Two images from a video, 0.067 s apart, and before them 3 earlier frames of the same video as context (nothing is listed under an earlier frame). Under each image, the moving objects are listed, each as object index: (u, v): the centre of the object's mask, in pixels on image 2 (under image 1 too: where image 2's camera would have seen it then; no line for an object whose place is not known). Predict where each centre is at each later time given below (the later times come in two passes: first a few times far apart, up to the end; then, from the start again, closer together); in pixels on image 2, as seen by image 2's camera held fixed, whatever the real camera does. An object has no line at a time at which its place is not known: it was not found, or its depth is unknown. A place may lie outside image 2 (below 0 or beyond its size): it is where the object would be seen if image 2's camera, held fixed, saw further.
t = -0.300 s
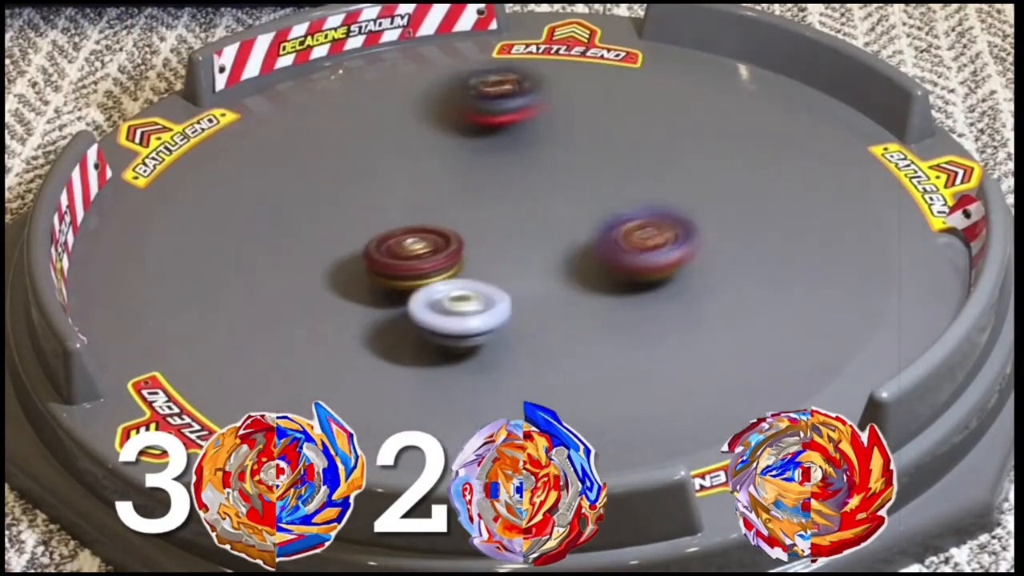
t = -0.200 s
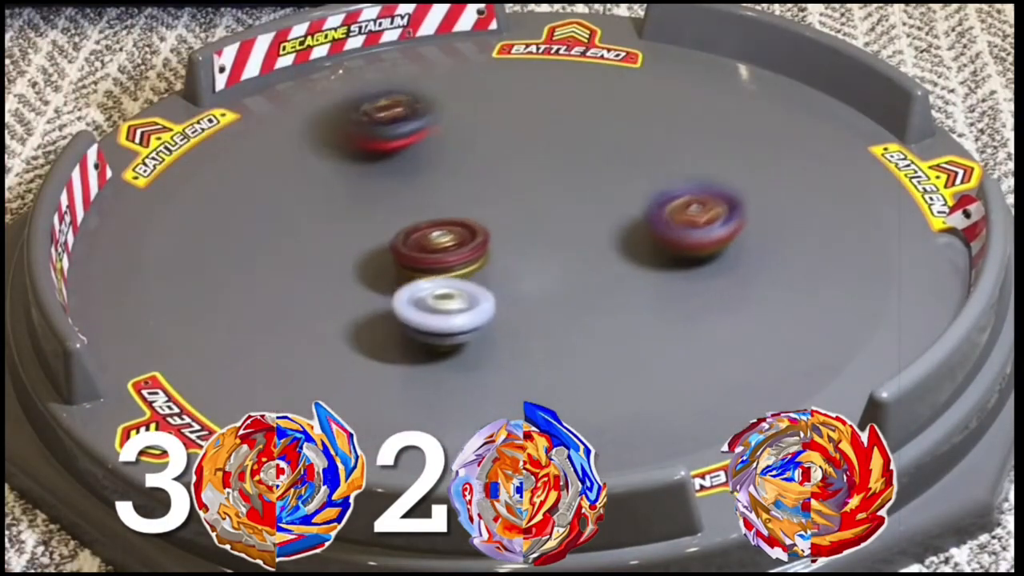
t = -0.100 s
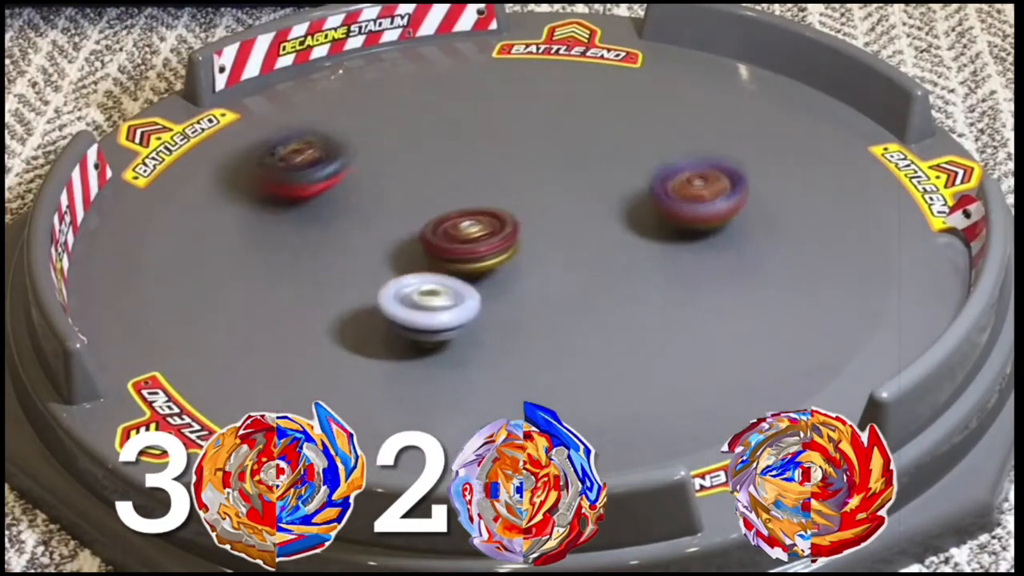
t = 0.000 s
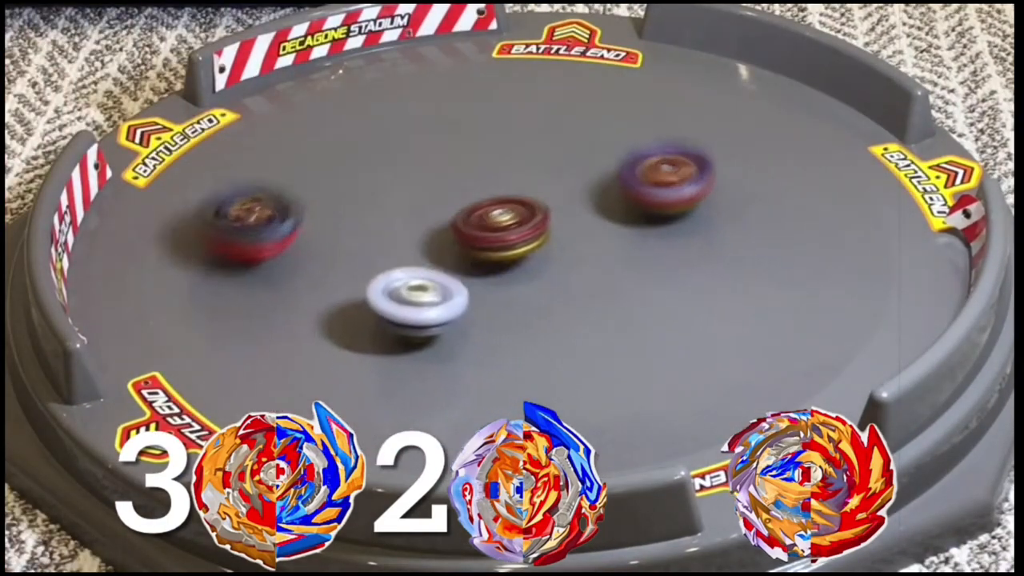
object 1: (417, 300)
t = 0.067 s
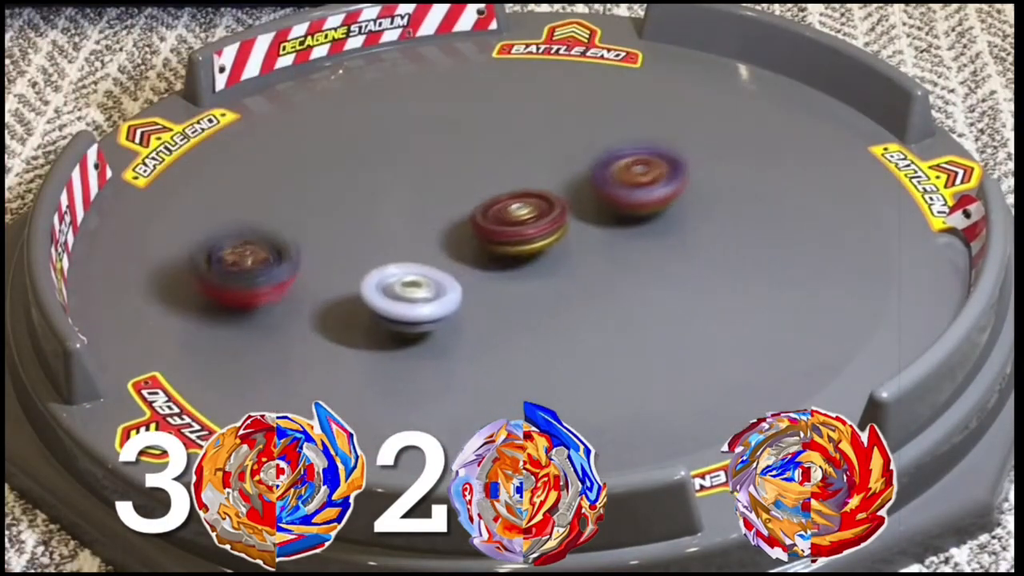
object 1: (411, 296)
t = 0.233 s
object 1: (400, 284)
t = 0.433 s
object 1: (385, 273)
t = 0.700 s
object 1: (389, 256)
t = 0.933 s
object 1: (403, 248)
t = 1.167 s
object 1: (417, 247)
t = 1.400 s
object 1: (445, 250)
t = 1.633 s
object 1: (487, 255)
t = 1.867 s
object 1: (521, 269)
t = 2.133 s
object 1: (559, 262)
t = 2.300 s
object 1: (540, 265)
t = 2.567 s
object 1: (546, 235)
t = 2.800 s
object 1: (538, 269)
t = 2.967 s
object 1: (418, 260)
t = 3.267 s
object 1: (377, 254)
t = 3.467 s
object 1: (394, 263)
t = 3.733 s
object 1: (390, 261)
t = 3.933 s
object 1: (394, 231)
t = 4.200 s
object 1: (460, 199)
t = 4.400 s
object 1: (530, 204)
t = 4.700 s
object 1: (530, 168)
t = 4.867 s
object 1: (527, 167)
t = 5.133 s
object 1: (547, 139)
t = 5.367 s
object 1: (553, 135)
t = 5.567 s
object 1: (505, 140)
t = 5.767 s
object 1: (476, 158)
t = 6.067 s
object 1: (528, 176)
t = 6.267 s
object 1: (546, 181)
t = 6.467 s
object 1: (555, 181)
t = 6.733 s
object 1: (568, 179)
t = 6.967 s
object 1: (583, 168)
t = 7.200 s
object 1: (679, 135)
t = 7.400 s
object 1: (681, 144)
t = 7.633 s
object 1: (650, 174)
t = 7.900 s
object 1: (619, 211)
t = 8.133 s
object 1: (569, 228)
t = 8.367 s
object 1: (510, 221)
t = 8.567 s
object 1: (487, 216)
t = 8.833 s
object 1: (445, 214)
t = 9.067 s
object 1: (425, 231)
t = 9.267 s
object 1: (414, 238)
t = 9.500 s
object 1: (403, 240)
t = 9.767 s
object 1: (400, 239)
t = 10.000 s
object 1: (409, 247)
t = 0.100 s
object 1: (408, 294)
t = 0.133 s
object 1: (405, 291)
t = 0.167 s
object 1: (403, 289)
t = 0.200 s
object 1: (401, 286)
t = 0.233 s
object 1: (400, 284)
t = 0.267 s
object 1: (399, 281)
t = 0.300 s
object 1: (398, 278)
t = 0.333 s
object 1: (394, 277)
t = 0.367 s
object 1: (389, 277)
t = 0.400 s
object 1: (387, 275)
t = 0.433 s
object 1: (385, 273)
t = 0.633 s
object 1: (388, 260)
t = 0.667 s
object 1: (389, 258)
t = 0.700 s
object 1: (389, 256)
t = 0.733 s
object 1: (389, 255)
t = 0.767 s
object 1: (390, 254)
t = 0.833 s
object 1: (394, 251)
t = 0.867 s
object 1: (397, 250)
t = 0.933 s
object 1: (403, 248)
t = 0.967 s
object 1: (405, 248)
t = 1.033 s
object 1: (412, 247)
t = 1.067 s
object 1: (416, 246)
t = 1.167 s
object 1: (417, 247)
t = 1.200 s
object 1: (419, 247)
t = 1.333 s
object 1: (435, 249)
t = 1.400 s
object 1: (445, 250)
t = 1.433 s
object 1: (450, 251)
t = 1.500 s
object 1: (461, 252)
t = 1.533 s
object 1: (468, 253)
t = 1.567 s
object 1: (474, 254)
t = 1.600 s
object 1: (481, 255)
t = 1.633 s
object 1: (487, 255)
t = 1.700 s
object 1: (499, 256)
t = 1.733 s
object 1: (500, 261)
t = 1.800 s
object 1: (505, 269)
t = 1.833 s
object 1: (513, 270)
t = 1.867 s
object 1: (521, 269)
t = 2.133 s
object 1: (559, 262)
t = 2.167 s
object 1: (557, 269)
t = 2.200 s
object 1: (552, 279)
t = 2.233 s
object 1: (550, 274)
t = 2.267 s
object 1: (545, 271)
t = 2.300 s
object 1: (540, 265)
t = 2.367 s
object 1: (532, 254)
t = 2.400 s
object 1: (530, 248)
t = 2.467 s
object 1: (532, 239)
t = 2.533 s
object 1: (541, 235)
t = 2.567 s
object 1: (546, 235)
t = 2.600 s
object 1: (551, 238)
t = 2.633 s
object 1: (553, 243)
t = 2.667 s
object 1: (555, 248)
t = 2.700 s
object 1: (554, 254)
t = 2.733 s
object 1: (551, 260)
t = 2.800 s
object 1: (538, 269)
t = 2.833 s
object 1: (522, 271)
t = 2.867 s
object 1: (490, 269)
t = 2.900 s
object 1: (462, 266)
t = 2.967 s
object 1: (418, 260)
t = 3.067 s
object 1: (385, 255)
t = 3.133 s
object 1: (376, 253)
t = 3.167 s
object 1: (375, 253)
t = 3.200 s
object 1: (374, 253)
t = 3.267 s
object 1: (377, 254)
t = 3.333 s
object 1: (382, 256)
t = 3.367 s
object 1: (385, 258)
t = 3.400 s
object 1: (389, 259)
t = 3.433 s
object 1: (392, 261)
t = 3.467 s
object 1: (394, 263)
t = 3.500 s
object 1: (396, 264)
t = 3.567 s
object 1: (397, 266)
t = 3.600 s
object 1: (397, 266)
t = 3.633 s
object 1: (396, 266)
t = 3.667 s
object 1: (394, 266)
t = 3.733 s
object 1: (390, 261)
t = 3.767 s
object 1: (388, 257)
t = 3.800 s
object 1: (388, 252)
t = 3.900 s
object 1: (392, 236)
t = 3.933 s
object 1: (394, 231)
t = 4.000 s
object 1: (404, 221)
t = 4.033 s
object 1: (411, 216)
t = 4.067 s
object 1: (419, 212)
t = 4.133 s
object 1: (438, 204)
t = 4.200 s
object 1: (460, 199)
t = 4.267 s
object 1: (483, 198)
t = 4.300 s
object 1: (496, 199)
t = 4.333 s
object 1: (508, 201)
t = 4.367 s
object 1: (520, 202)
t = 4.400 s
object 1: (530, 204)
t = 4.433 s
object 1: (535, 202)
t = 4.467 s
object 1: (536, 199)
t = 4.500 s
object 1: (535, 191)
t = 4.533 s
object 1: (534, 184)
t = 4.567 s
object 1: (533, 178)
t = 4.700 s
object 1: (530, 168)
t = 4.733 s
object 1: (530, 167)
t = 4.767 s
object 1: (529, 166)
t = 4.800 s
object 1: (528, 166)
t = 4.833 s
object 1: (528, 166)
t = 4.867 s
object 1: (527, 167)
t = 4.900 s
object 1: (526, 168)
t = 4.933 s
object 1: (525, 170)
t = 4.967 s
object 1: (524, 172)
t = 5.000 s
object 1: (523, 173)
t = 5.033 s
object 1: (525, 169)
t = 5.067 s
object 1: (533, 157)
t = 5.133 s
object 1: (547, 139)
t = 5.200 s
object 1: (556, 133)
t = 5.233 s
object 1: (558, 132)
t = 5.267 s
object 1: (559, 132)
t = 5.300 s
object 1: (558, 133)
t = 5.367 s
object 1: (553, 135)
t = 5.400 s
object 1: (550, 136)
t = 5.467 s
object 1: (540, 136)
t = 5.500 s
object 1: (524, 136)
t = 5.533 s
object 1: (512, 137)
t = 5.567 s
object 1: (505, 140)
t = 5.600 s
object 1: (501, 143)
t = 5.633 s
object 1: (495, 146)
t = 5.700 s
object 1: (482, 150)
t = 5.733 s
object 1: (479, 154)
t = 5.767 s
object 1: (476, 158)
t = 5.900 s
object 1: (470, 174)
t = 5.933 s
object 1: (468, 178)
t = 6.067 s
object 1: (528, 176)
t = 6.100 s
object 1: (536, 177)
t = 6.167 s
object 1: (544, 179)
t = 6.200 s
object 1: (545, 181)
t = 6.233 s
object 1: (546, 181)
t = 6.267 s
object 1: (546, 181)
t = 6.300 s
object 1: (547, 181)
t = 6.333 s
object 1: (549, 180)
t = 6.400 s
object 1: (552, 180)
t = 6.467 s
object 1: (555, 181)
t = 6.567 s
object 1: (558, 184)
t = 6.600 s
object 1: (559, 185)
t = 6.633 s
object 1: (560, 187)
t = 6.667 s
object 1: (560, 187)
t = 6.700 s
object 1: (561, 186)
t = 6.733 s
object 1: (568, 179)
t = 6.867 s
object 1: (581, 167)
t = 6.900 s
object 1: (582, 167)
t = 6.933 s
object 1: (583, 168)
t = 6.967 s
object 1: (583, 168)
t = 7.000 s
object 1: (586, 167)
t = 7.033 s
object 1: (590, 165)
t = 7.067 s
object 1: (609, 157)
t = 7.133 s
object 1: (652, 142)
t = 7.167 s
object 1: (668, 138)
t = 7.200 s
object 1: (679, 135)
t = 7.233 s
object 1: (686, 134)
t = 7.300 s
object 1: (690, 136)
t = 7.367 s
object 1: (684, 141)
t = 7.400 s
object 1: (681, 144)
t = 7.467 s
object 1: (672, 152)
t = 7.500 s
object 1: (668, 156)
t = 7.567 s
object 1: (658, 165)
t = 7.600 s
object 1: (653, 170)
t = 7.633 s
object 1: (650, 174)
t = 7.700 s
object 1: (643, 183)
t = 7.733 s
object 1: (640, 188)
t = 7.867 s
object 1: (624, 207)
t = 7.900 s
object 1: (619, 211)
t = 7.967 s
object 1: (606, 220)
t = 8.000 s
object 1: (599, 225)
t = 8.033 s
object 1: (592, 232)
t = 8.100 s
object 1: (577, 230)
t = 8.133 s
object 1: (569, 228)
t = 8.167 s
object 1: (560, 226)
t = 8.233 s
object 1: (540, 226)
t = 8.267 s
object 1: (531, 226)
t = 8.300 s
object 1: (524, 224)
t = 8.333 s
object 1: (516, 222)
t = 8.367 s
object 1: (510, 221)
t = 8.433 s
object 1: (499, 220)
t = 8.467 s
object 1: (495, 218)
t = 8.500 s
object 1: (492, 217)
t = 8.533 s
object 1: (489, 217)
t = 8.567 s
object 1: (487, 216)
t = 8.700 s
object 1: (474, 206)
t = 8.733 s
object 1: (469, 206)
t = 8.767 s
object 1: (460, 210)
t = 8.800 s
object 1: (451, 213)
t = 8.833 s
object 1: (445, 214)
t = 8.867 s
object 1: (442, 216)
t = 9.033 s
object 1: (426, 229)
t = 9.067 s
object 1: (425, 231)
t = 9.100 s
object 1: (424, 232)
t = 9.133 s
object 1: (422, 234)
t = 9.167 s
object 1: (420, 235)
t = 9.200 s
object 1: (420, 236)
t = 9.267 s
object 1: (414, 238)
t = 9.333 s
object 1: (411, 239)
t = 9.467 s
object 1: (403, 240)
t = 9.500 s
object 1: (403, 240)
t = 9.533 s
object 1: (401, 240)
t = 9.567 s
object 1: (400, 240)
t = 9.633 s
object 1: (400, 239)
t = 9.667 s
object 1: (399, 239)
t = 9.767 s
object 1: (400, 239)
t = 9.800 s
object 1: (401, 239)
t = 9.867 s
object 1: (403, 240)
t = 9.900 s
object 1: (405, 242)
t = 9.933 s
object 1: (406, 245)
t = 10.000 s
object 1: (409, 247)
